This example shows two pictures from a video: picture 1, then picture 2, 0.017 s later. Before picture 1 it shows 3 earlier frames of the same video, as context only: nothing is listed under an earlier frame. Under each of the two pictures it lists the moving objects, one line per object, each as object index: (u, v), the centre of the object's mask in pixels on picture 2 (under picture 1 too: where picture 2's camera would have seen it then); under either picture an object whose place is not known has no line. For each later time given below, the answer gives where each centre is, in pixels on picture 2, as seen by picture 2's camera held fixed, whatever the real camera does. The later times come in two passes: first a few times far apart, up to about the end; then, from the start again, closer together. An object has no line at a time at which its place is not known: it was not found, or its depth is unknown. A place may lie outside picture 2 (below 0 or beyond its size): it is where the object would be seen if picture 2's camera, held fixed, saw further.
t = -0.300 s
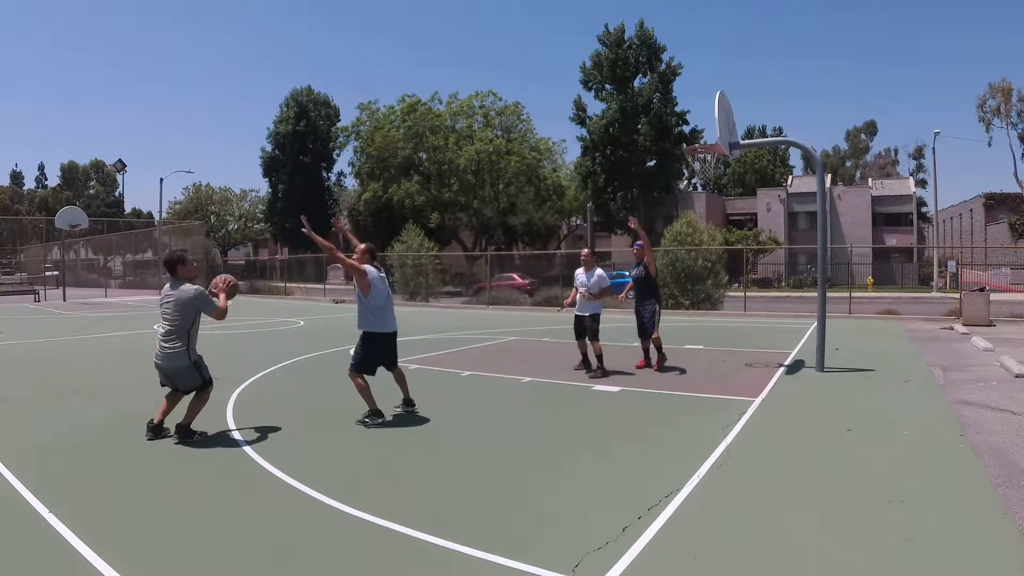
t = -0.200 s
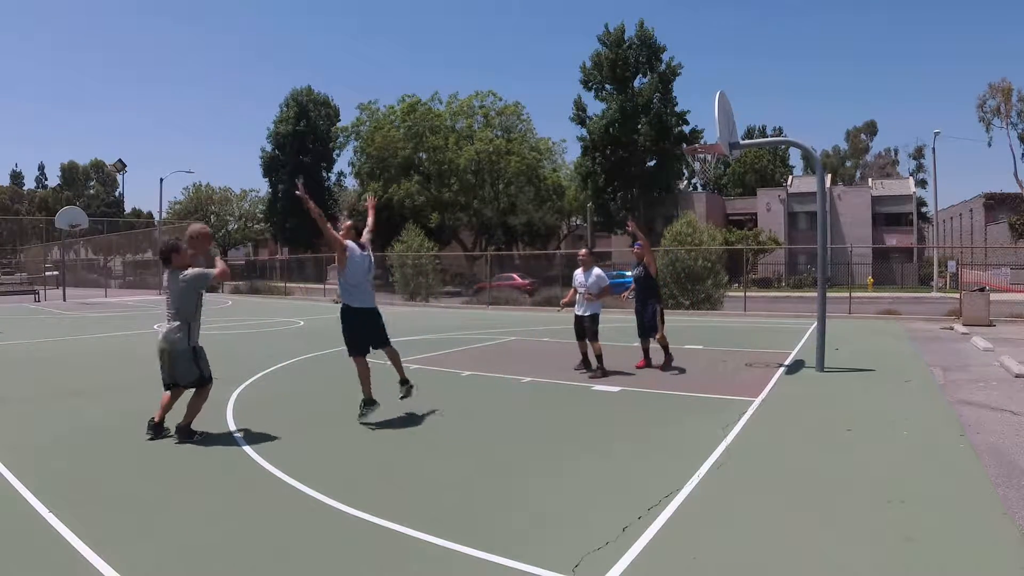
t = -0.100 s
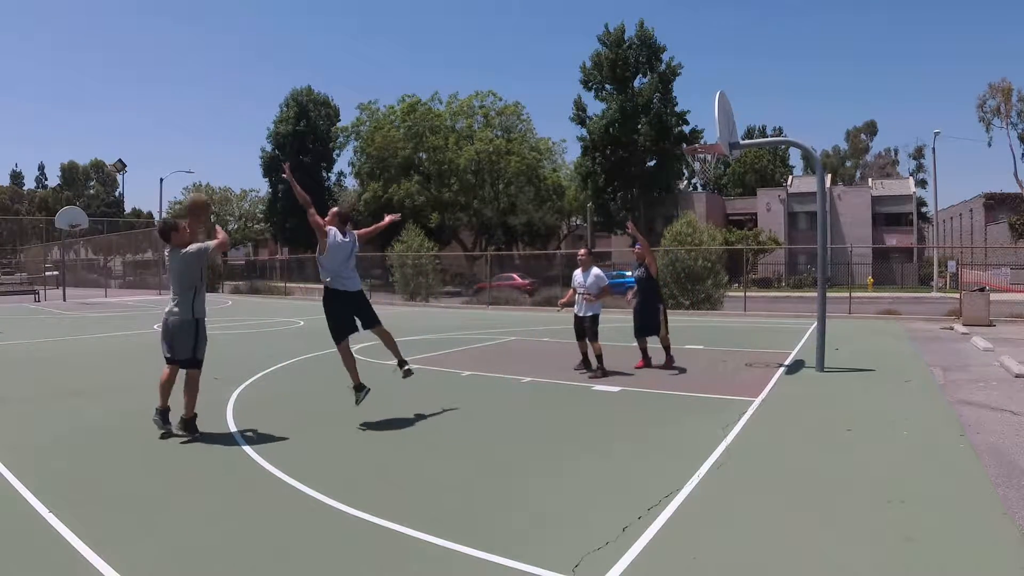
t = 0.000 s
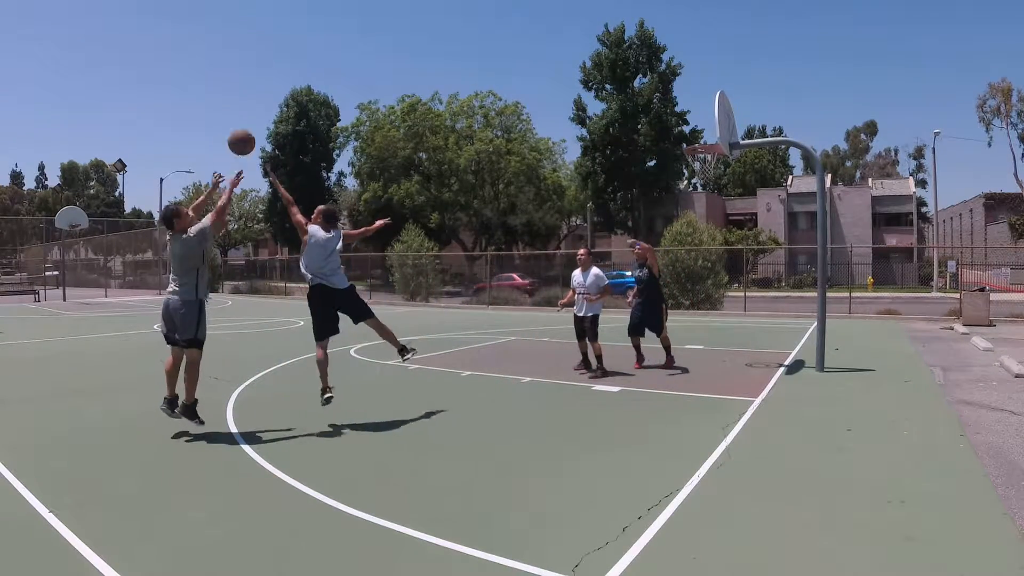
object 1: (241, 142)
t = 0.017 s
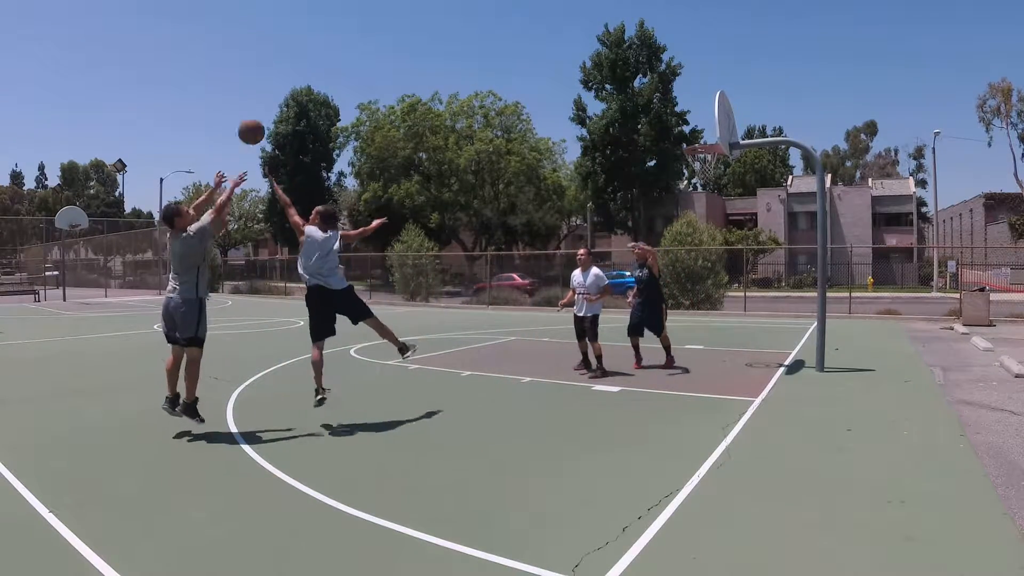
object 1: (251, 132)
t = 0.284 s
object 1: (393, 20)
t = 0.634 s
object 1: (536, 5)
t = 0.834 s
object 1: (603, 34)
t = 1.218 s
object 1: (703, 158)
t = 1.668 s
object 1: (716, 368)
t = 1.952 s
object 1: (699, 255)
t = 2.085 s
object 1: (692, 220)
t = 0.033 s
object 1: (261, 122)
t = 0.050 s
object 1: (269, 111)
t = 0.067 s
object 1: (279, 102)
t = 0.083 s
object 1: (288, 92)
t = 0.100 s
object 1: (299, 85)
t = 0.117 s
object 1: (308, 78)
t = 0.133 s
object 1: (317, 70)
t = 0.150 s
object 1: (326, 63)
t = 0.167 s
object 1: (335, 56)
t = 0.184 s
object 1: (344, 50)
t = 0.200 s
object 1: (352, 44)
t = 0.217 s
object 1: (361, 38)
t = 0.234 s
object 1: (369, 33)
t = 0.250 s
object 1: (377, 28)
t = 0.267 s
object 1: (385, 24)
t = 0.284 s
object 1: (393, 20)
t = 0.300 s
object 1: (401, 16)
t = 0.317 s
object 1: (409, 13)
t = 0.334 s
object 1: (417, 10)
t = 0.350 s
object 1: (424, 8)
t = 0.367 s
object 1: (431, 7)
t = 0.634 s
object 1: (536, 5)
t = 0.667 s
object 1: (548, 7)
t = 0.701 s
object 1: (560, 9)
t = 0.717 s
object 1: (566, 12)
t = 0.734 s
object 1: (571, 14)
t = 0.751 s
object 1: (577, 17)
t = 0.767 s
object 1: (582, 20)
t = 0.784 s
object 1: (587, 23)
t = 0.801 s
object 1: (593, 26)
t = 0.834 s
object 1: (603, 34)
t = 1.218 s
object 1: (703, 158)
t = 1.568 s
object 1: (714, 304)
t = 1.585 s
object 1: (715, 313)
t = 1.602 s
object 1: (715, 324)
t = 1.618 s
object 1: (715, 335)
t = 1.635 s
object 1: (717, 345)
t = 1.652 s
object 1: (716, 357)
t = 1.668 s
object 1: (716, 368)
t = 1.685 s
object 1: (716, 368)
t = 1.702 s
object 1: (715, 360)
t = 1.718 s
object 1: (714, 351)
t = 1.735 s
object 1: (713, 346)
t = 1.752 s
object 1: (713, 337)
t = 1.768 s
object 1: (711, 331)
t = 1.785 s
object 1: (710, 323)
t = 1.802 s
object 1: (709, 315)
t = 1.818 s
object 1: (708, 308)
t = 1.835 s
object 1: (707, 301)
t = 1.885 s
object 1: (705, 280)
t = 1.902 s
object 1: (703, 273)
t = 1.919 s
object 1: (701, 267)
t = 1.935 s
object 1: (701, 261)
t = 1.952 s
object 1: (699, 255)
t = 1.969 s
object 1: (699, 252)
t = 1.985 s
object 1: (699, 246)
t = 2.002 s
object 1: (698, 242)
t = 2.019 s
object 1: (697, 238)
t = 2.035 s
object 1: (695, 232)
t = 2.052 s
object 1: (694, 230)
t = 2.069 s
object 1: (692, 224)
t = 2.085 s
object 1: (692, 220)
